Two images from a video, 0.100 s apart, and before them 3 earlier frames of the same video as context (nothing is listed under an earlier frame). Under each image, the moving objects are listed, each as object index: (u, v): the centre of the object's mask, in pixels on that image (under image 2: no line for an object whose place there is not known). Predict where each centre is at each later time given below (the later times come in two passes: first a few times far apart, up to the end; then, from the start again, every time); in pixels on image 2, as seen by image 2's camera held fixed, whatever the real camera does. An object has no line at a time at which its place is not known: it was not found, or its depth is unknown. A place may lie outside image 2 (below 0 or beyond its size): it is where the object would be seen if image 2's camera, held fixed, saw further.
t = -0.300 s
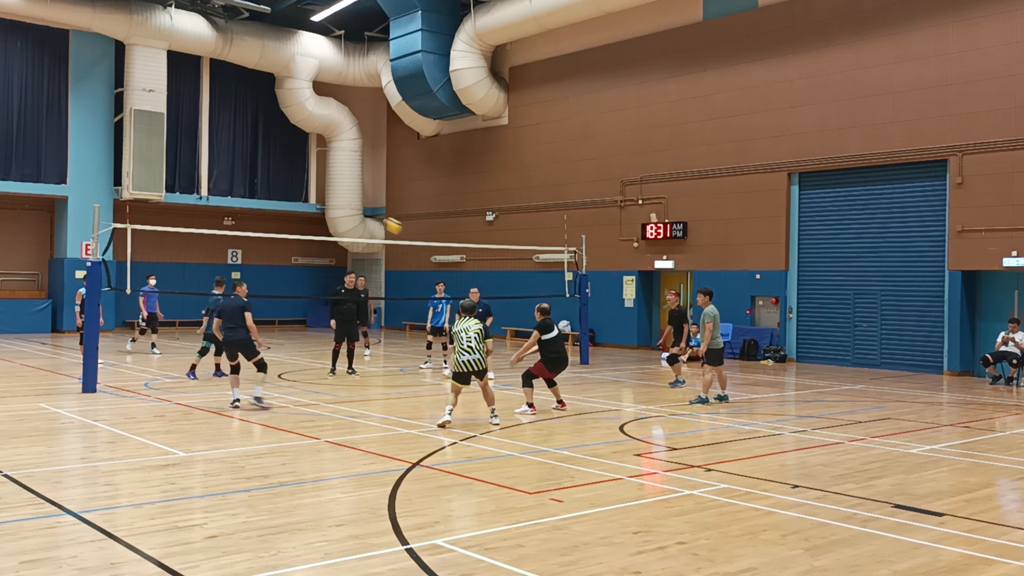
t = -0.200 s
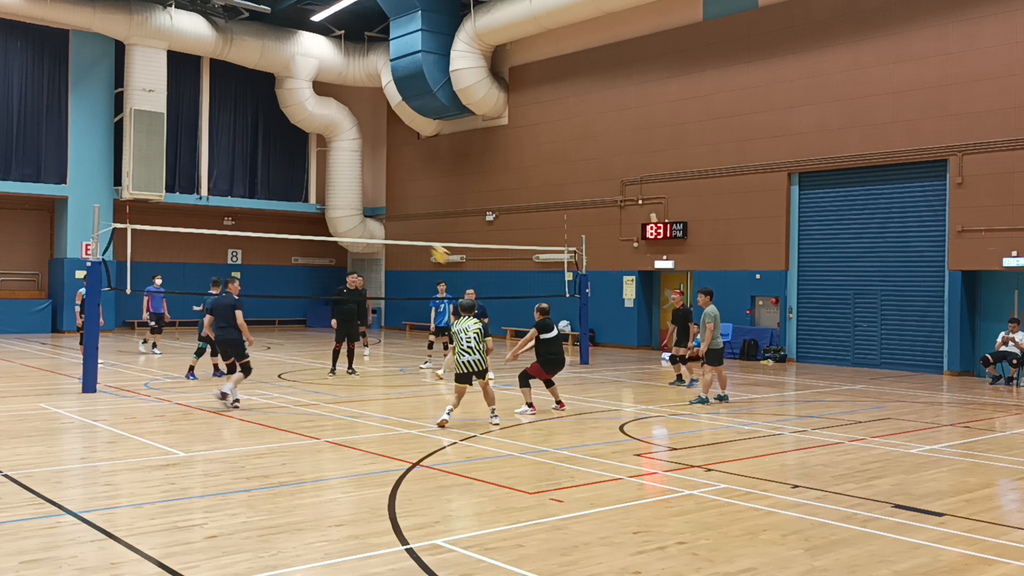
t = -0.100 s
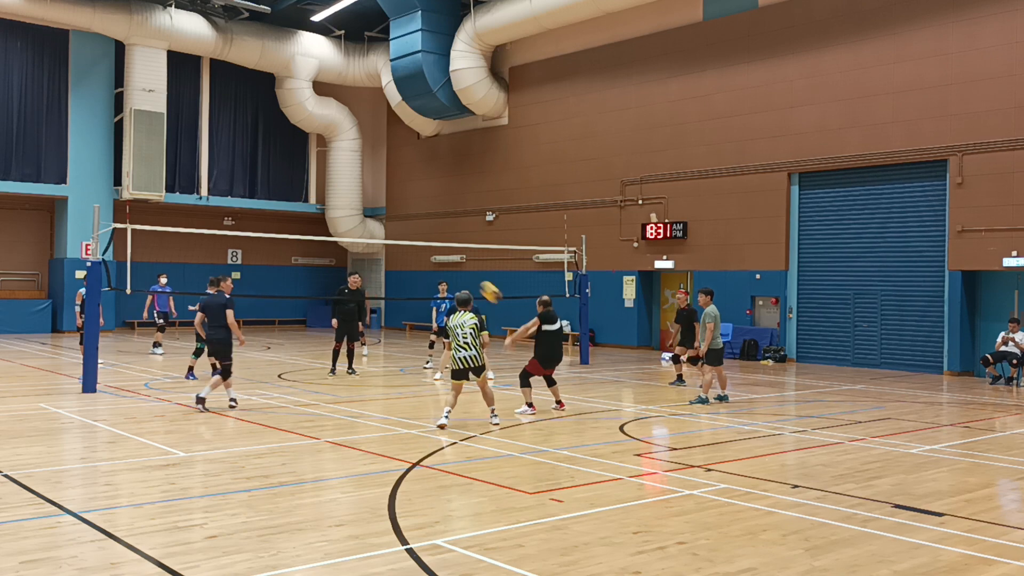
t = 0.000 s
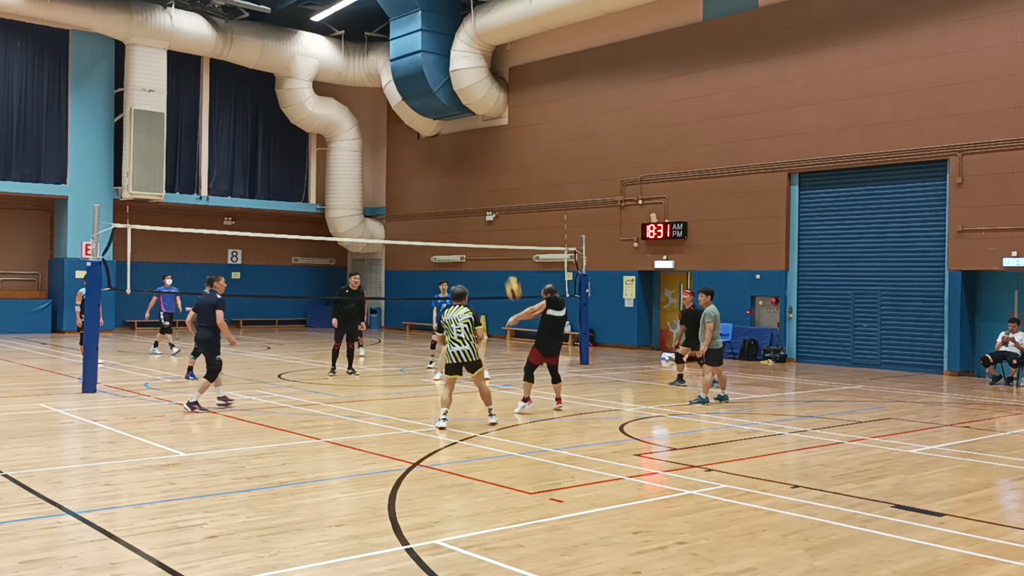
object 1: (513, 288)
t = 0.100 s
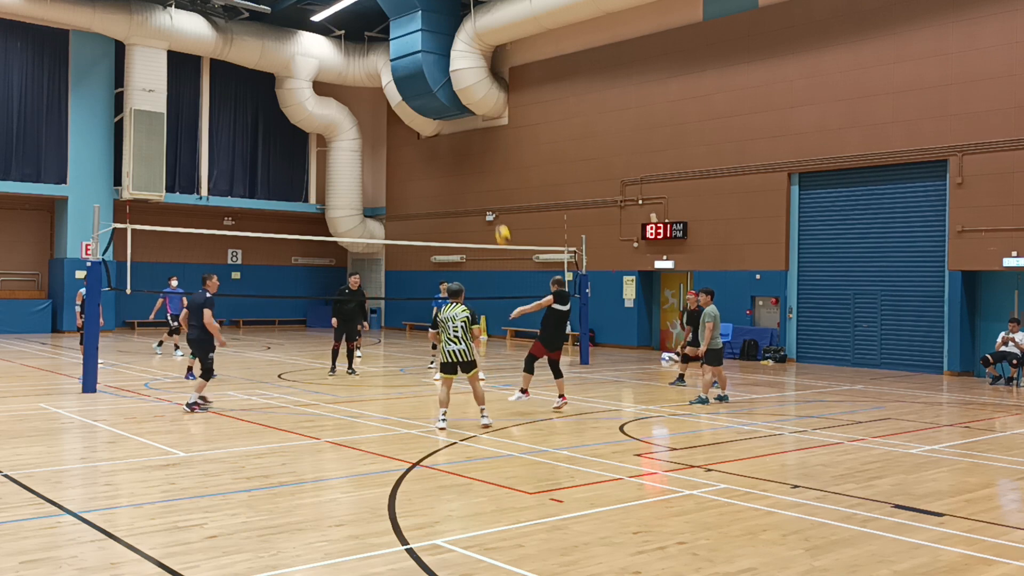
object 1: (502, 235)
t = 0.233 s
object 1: (490, 179)
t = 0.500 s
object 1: (466, 115)
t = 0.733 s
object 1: (449, 103)
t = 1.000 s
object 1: (430, 129)
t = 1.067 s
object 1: (426, 140)
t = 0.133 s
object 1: (499, 220)
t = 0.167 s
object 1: (495, 205)
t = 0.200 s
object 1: (492, 192)
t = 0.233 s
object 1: (490, 179)
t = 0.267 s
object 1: (486, 168)
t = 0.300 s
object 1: (483, 159)
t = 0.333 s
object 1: (480, 149)
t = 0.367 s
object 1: (477, 140)
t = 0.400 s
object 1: (474, 133)
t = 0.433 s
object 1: (471, 126)
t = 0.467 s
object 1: (469, 121)
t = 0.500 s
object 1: (466, 115)
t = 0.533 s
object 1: (463, 111)
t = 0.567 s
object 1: (461, 108)
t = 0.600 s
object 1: (458, 106)
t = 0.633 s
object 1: (455, 104)
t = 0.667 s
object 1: (453, 103)
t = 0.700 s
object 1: (451, 102)
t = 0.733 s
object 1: (449, 103)
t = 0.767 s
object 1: (446, 104)
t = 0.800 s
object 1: (444, 106)
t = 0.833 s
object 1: (441, 108)
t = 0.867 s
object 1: (439, 111)
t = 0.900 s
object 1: (437, 114)
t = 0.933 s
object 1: (435, 118)
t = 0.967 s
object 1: (433, 123)
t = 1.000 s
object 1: (430, 129)
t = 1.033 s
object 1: (428, 134)
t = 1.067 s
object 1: (426, 140)
